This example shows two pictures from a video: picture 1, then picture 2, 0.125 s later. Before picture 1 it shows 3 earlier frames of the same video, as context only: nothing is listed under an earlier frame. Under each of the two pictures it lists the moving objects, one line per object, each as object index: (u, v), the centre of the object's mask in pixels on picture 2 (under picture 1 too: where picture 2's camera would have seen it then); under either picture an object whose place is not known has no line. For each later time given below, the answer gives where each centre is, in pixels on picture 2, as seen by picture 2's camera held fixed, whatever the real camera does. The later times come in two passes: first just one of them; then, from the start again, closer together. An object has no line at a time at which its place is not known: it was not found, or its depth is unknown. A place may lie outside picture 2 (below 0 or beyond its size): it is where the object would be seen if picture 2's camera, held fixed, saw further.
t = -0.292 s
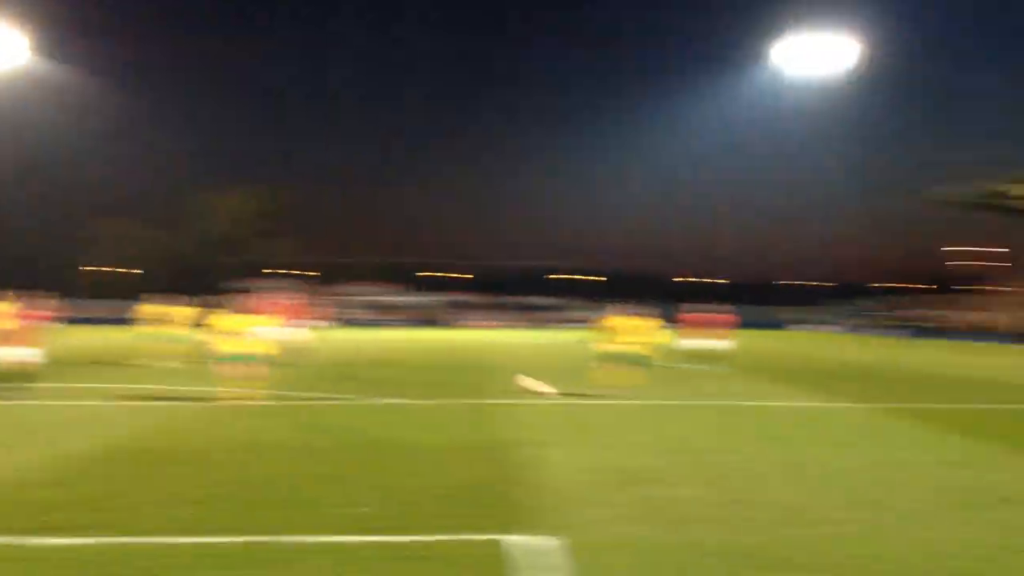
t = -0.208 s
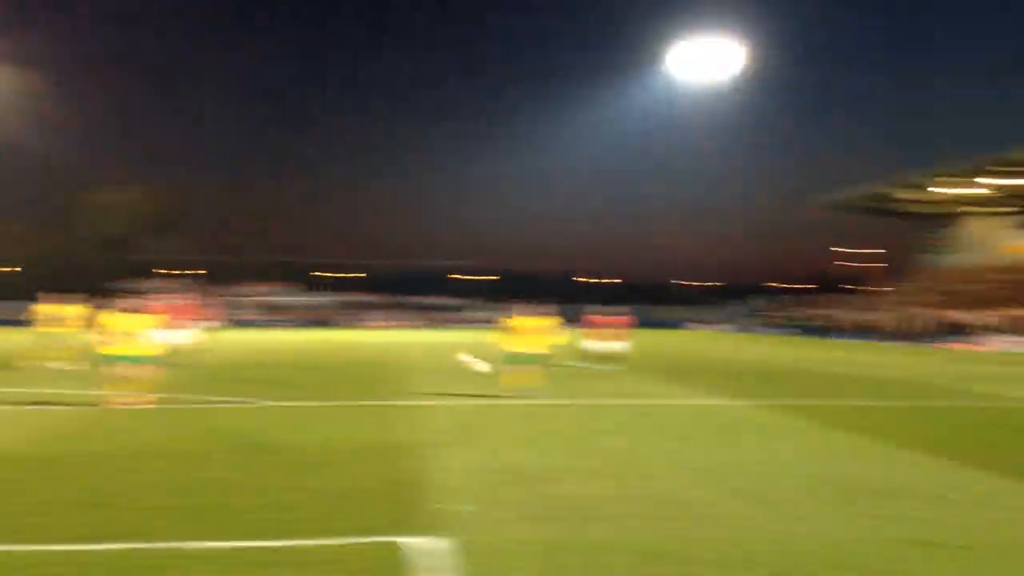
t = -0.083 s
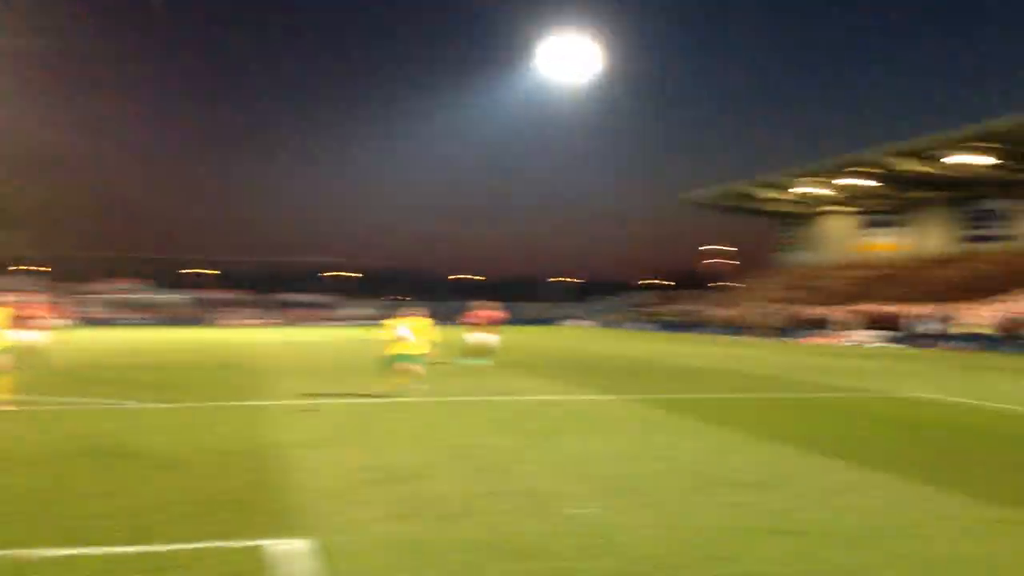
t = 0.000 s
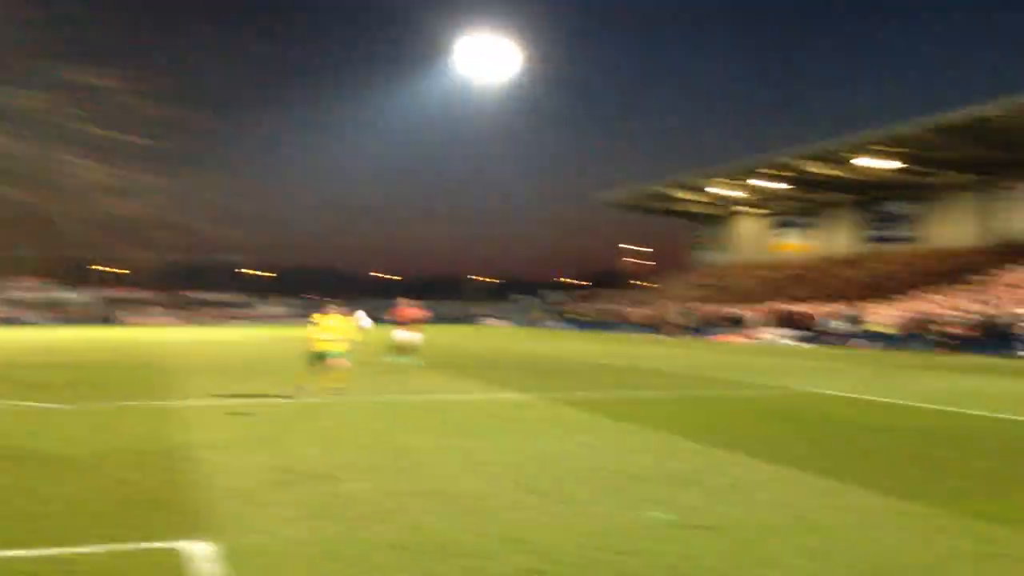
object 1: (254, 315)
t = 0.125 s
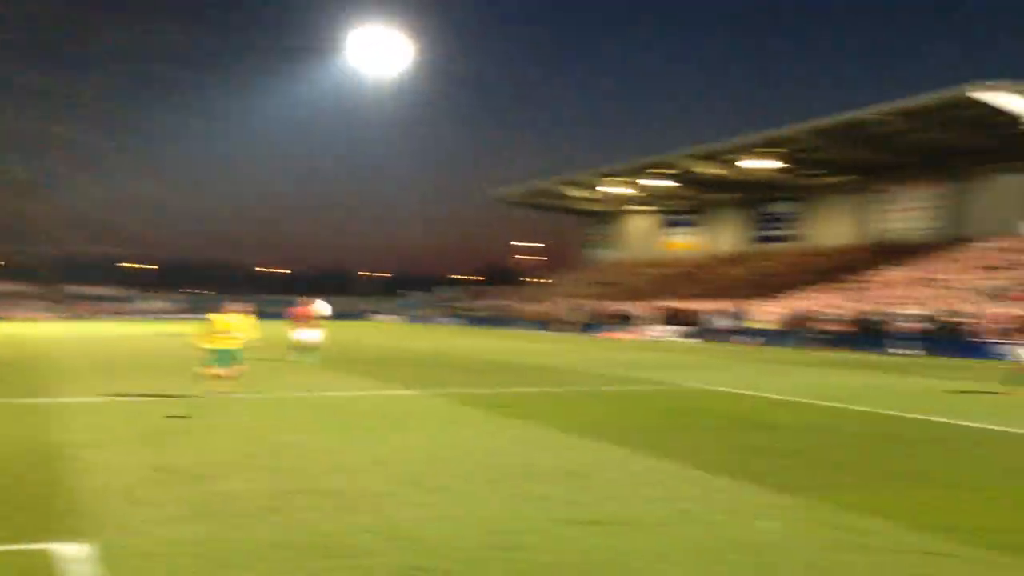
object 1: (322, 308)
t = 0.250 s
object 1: (383, 315)
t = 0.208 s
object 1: (362, 311)
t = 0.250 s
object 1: (383, 315)
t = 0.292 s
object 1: (410, 320)
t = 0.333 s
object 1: (437, 328)
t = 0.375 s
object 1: (463, 338)
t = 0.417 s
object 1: (491, 348)
